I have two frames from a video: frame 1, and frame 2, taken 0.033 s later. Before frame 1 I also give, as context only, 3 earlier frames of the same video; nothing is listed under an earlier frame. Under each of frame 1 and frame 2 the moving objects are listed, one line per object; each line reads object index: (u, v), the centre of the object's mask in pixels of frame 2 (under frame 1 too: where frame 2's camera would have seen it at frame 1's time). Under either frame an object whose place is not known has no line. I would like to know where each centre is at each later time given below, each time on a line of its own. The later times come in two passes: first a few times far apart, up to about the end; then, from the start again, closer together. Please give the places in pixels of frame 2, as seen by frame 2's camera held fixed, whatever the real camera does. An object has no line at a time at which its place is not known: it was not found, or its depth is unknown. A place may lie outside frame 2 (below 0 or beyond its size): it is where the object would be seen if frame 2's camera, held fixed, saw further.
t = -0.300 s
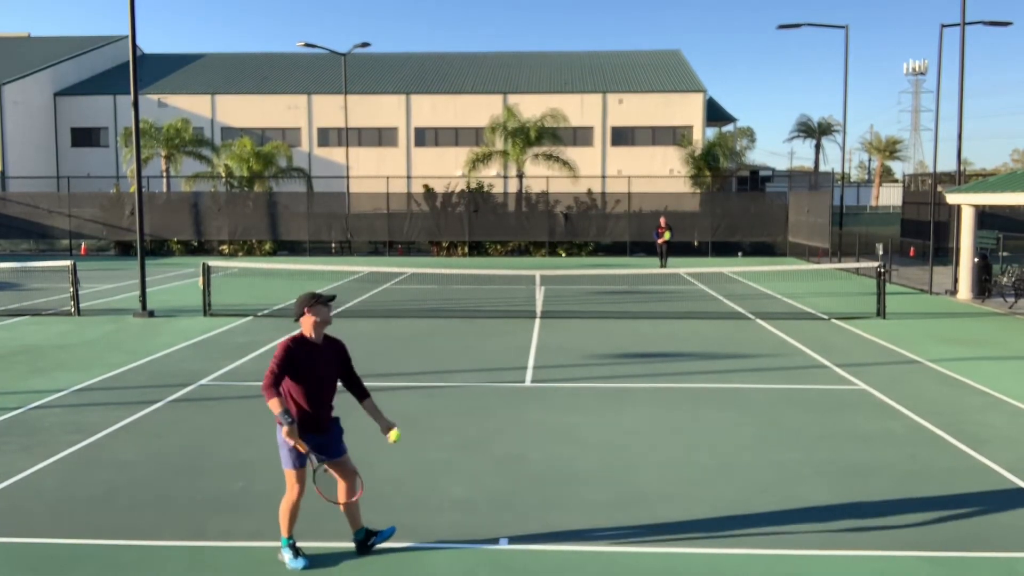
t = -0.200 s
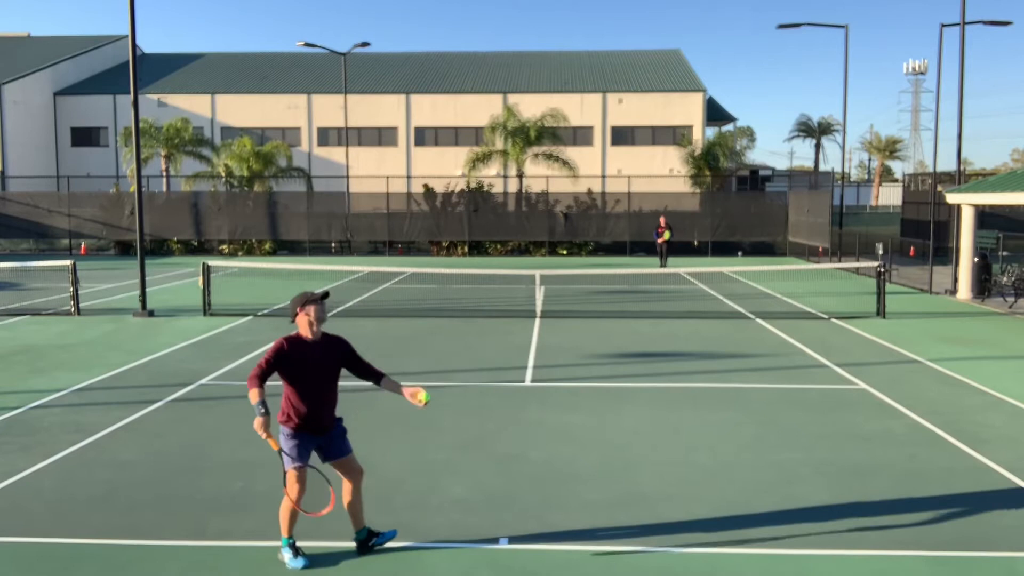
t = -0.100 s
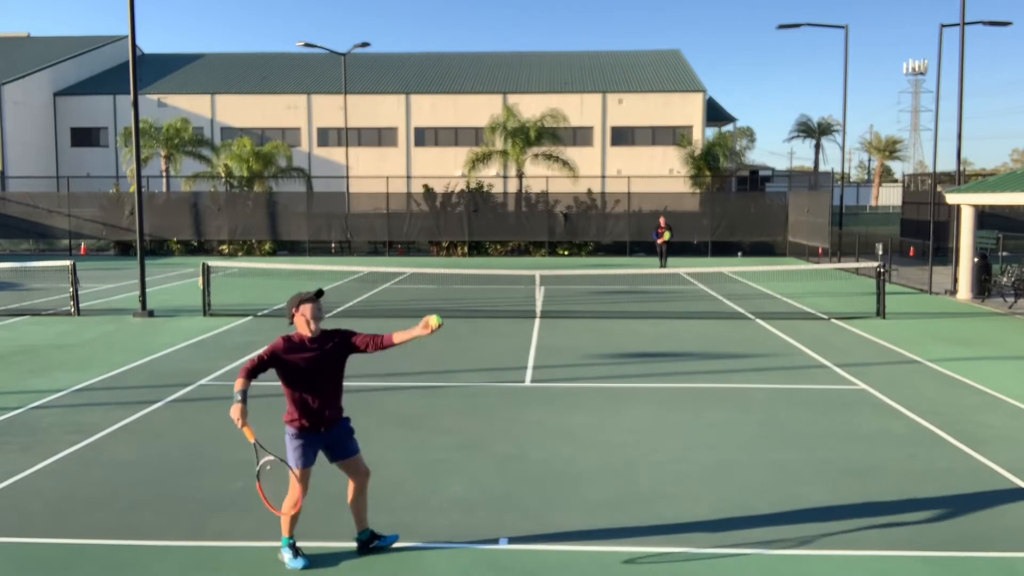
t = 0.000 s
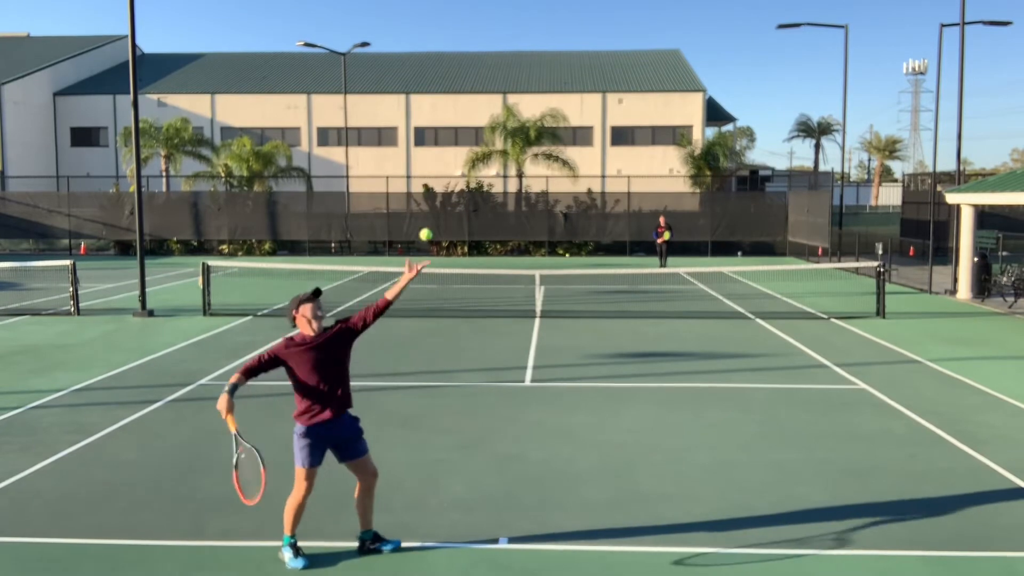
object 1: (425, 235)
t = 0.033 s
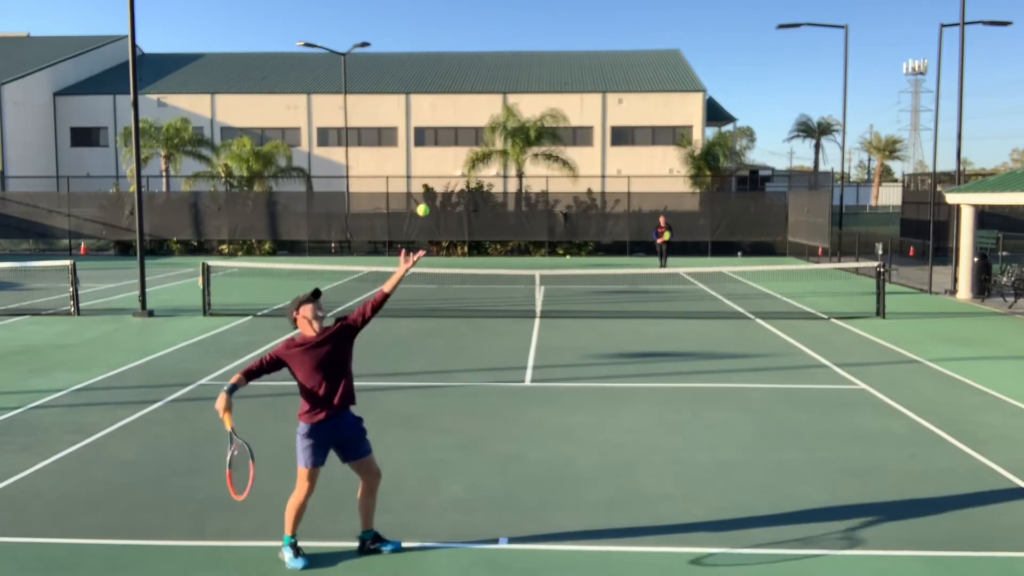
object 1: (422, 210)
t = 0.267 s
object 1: (404, 92)
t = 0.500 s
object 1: (388, 65)
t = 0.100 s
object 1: (417, 167)
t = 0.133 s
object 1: (414, 147)
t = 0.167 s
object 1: (412, 131)
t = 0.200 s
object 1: (409, 116)
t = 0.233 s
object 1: (406, 103)
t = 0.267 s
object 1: (404, 92)
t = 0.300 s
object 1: (401, 83)
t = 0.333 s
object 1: (399, 76)
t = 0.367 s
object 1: (396, 70)
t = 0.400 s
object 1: (394, 66)
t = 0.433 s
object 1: (392, 64)
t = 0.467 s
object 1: (390, 64)
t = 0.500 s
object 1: (388, 65)
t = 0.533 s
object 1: (385, 69)
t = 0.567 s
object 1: (384, 74)
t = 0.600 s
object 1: (382, 80)
